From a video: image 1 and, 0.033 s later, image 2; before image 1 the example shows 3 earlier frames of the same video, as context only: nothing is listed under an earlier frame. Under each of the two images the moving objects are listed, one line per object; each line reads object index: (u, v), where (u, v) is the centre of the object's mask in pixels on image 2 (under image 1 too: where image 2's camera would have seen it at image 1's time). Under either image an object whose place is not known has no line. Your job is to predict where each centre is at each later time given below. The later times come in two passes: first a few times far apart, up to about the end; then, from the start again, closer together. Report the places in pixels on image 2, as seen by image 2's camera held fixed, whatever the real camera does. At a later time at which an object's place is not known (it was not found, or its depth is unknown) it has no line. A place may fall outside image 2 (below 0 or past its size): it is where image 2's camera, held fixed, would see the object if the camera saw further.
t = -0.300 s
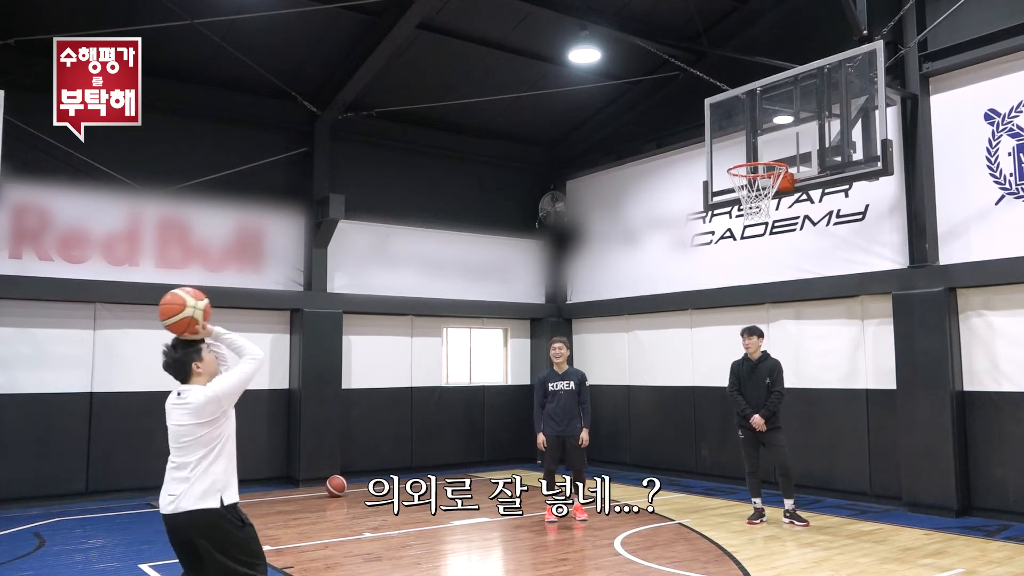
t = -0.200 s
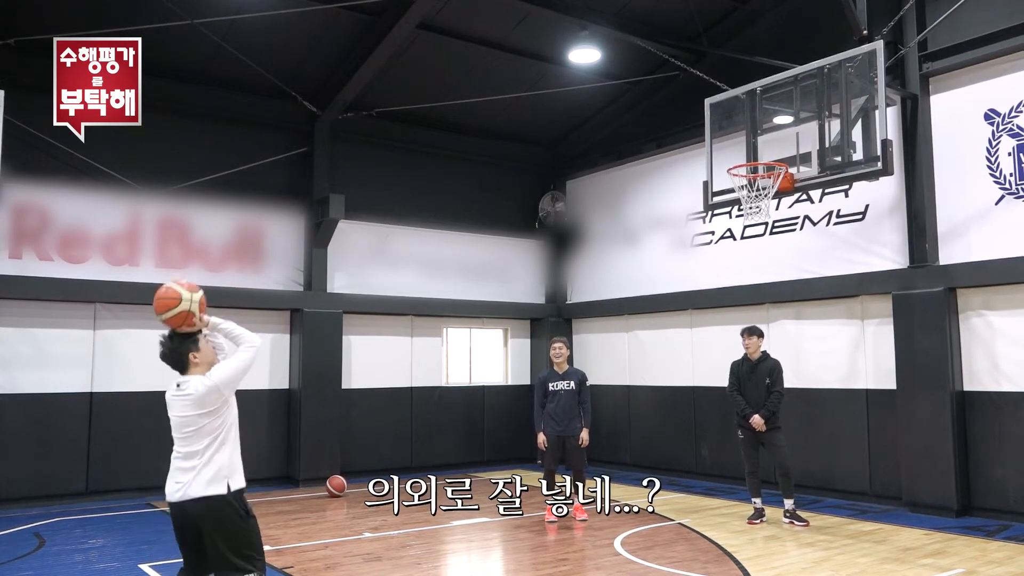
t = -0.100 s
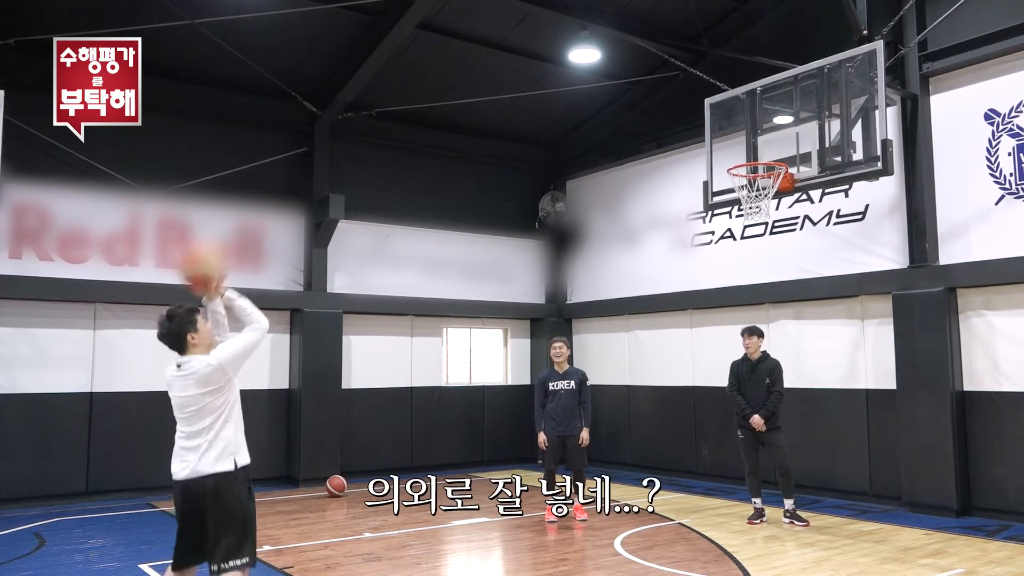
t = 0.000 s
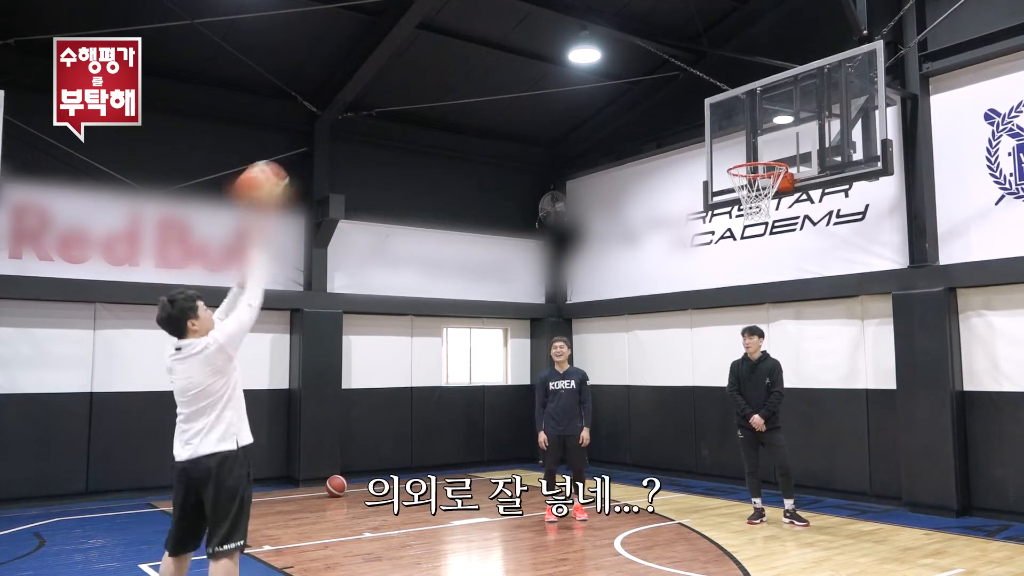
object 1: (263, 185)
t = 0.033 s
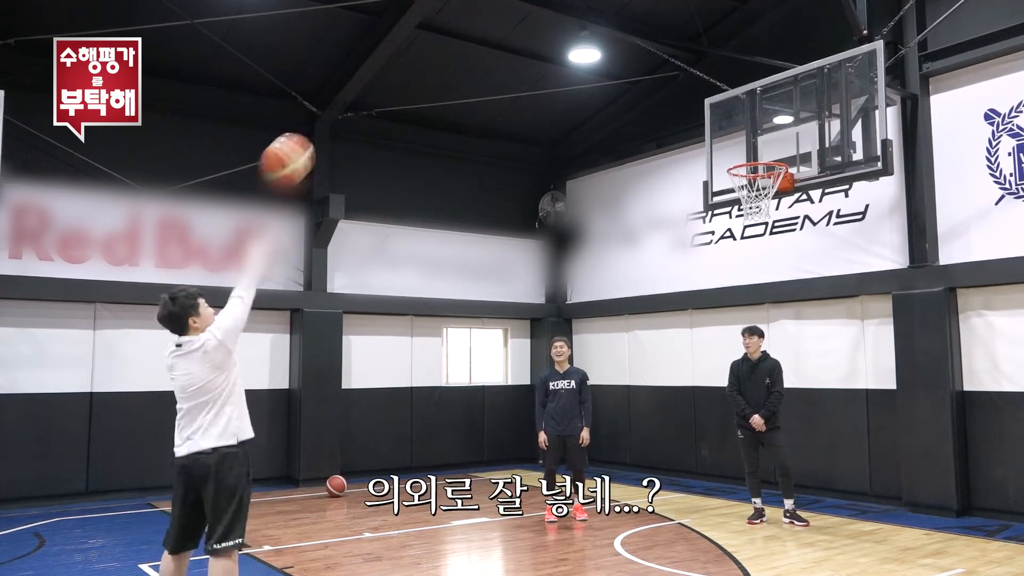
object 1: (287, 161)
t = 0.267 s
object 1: (445, 36)
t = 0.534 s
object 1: (582, 15)
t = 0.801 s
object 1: (691, 81)
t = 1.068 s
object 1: (764, 174)
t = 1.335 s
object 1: (730, 190)
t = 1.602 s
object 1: (754, 232)
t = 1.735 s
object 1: (770, 283)
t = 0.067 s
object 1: (313, 135)
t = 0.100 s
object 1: (337, 112)
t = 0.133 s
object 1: (360, 93)
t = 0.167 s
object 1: (382, 75)
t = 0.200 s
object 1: (404, 60)
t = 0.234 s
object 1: (425, 47)
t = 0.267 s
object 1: (445, 36)
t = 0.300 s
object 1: (464, 27)
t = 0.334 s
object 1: (482, 20)
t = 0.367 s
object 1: (500, 17)
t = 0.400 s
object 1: (517, 14)
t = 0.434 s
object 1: (534, 13)
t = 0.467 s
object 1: (550, 13)
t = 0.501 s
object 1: (567, 14)
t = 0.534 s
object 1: (582, 15)
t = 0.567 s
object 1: (597, 18)
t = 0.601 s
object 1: (611, 23)
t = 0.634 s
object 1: (625, 30)
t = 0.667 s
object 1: (639, 38)
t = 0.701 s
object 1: (652, 47)
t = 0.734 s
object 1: (665, 57)
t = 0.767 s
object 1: (678, 69)
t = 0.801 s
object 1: (691, 81)
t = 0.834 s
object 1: (702, 94)
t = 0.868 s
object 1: (715, 108)
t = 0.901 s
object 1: (726, 123)
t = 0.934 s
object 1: (738, 139)
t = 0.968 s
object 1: (748, 153)
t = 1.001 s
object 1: (756, 154)
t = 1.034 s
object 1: (762, 167)
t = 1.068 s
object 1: (764, 174)
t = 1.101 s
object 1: (757, 177)
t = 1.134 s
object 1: (747, 180)
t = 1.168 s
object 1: (740, 187)
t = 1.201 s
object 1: (734, 191)
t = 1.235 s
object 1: (730, 191)
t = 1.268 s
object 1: (730, 190)
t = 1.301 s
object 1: (729, 190)
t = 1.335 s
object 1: (730, 190)
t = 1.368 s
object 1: (731, 191)
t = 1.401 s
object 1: (733, 193)
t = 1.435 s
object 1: (735, 197)
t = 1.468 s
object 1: (738, 201)
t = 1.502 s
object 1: (743, 206)
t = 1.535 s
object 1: (746, 214)
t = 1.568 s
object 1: (750, 222)
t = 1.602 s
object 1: (754, 232)
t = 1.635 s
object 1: (758, 242)
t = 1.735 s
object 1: (770, 283)
